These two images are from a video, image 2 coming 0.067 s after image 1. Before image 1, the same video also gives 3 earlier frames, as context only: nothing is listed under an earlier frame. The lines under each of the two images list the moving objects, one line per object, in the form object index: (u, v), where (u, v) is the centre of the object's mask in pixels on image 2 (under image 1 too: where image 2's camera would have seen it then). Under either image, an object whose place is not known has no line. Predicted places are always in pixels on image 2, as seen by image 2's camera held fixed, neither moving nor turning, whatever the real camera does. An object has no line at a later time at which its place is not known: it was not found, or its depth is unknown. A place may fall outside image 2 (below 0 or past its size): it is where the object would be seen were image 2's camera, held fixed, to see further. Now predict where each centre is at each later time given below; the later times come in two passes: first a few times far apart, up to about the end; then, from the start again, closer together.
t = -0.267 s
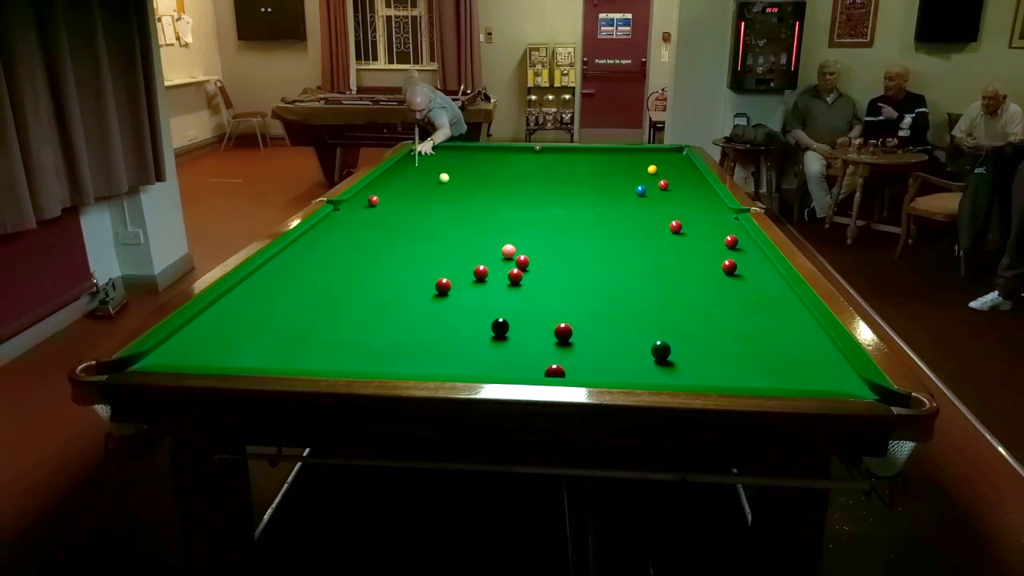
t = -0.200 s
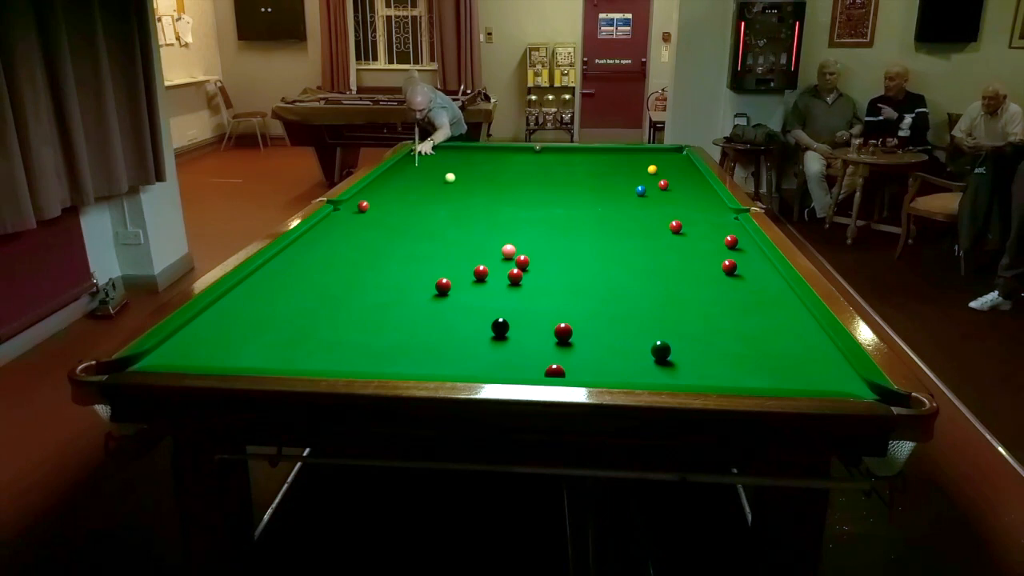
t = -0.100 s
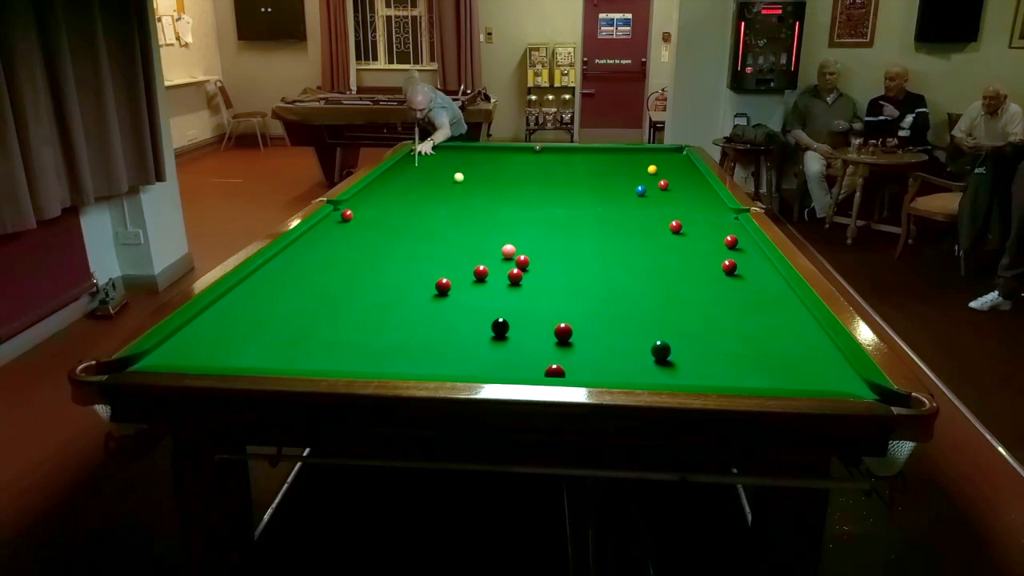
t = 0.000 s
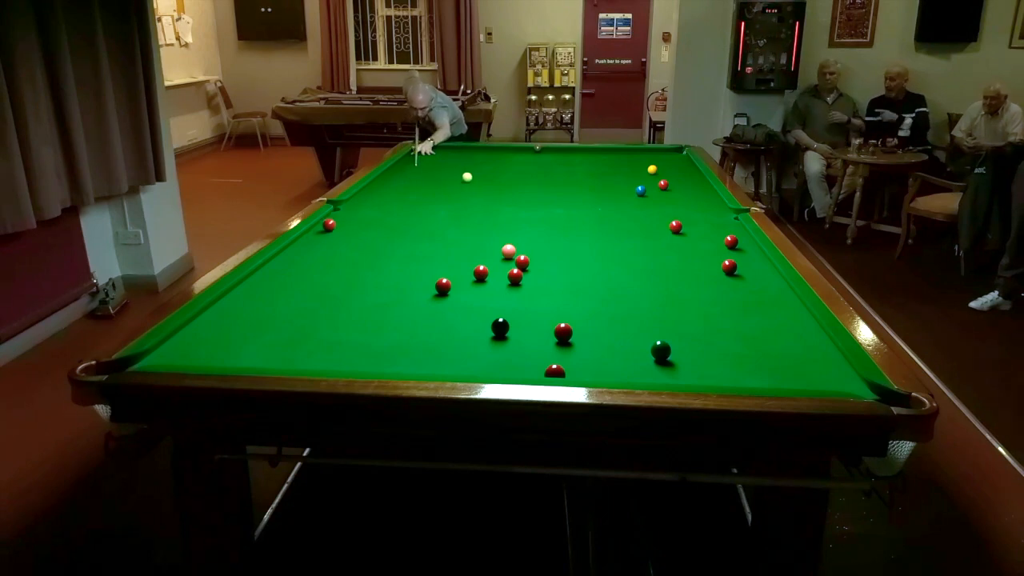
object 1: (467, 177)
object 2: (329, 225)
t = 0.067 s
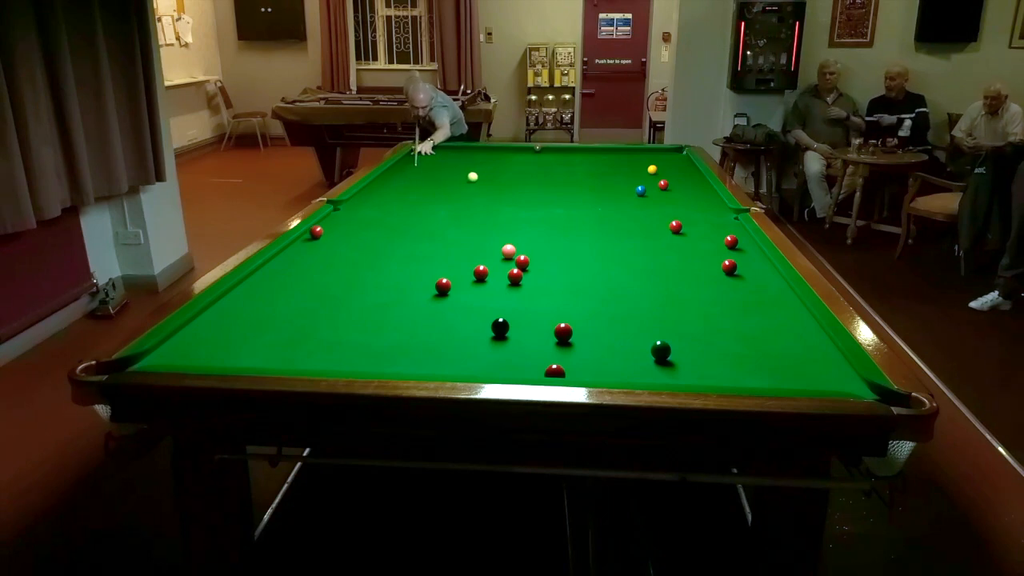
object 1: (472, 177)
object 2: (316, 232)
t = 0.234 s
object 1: (486, 176)
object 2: (287, 251)
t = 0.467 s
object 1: (504, 176)
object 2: (254, 284)
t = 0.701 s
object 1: (521, 175)
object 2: (212, 327)
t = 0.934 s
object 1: (536, 175)
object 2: (198, 349)
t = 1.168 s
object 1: (551, 174)
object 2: (250, 313)
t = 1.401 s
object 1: (565, 174)
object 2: (290, 287)
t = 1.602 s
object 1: (576, 173)
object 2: (319, 267)
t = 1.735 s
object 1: (583, 173)
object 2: (335, 257)
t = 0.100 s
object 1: (475, 177)
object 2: (309, 235)
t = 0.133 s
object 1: (478, 177)
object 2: (302, 239)
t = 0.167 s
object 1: (480, 176)
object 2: (295, 243)
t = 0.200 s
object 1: (483, 176)
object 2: (291, 247)
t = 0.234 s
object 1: (486, 176)
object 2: (287, 251)
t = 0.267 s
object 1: (488, 176)
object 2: (283, 255)
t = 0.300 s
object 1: (491, 176)
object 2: (279, 260)
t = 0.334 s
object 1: (494, 176)
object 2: (274, 264)
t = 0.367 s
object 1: (496, 176)
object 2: (270, 269)
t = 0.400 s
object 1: (499, 176)
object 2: (264, 274)
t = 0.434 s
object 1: (501, 176)
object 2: (260, 279)
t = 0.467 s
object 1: (504, 176)
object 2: (254, 284)
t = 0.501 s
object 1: (506, 176)
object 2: (249, 289)
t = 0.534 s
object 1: (509, 176)
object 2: (243, 295)
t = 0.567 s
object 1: (511, 175)
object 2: (238, 301)
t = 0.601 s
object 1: (513, 175)
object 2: (232, 307)
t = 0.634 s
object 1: (516, 175)
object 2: (225, 313)
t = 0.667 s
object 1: (518, 175)
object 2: (219, 320)
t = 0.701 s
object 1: (521, 175)
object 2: (212, 327)
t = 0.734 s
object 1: (523, 175)
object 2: (205, 334)
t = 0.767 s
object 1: (525, 175)
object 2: (198, 342)
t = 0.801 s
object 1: (528, 175)
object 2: (190, 349)
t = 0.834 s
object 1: (530, 175)
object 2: (182, 355)
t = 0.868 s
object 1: (532, 175)
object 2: (177, 358)
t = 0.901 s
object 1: (534, 175)
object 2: (188, 354)
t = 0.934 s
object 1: (536, 175)
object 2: (198, 349)
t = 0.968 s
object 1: (539, 175)
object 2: (207, 342)
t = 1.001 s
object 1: (541, 174)
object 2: (215, 336)
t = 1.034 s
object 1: (543, 174)
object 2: (223, 331)
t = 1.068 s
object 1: (545, 174)
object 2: (230, 326)
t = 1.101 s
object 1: (547, 174)
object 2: (237, 322)
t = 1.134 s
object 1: (549, 174)
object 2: (244, 317)
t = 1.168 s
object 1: (551, 174)
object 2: (250, 313)
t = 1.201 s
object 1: (553, 174)
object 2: (257, 309)
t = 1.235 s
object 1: (555, 174)
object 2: (263, 305)
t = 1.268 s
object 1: (557, 174)
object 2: (268, 301)
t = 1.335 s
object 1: (561, 174)
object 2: (280, 293)
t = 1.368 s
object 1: (563, 174)
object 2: (285, 290)
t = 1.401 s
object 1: (565, 174)
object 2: (290, 287)
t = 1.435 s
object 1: (567, 173)
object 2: (295, 283)
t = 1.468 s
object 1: (569, 174)
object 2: (300, 280)
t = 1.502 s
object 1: (571, 173)
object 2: (305, 277)
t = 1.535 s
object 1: (572, 173)
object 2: (310, 273)
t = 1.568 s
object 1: (574, 173)
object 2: (314, 270)
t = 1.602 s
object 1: (576, 173)
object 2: (319, 267)
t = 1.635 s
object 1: (578, 173)
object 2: (323, 264)
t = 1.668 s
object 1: (580, 173)
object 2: (327, 262)
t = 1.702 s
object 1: (581, 173)
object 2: (331, 259)
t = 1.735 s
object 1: (583, 173)
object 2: (335, 257)
